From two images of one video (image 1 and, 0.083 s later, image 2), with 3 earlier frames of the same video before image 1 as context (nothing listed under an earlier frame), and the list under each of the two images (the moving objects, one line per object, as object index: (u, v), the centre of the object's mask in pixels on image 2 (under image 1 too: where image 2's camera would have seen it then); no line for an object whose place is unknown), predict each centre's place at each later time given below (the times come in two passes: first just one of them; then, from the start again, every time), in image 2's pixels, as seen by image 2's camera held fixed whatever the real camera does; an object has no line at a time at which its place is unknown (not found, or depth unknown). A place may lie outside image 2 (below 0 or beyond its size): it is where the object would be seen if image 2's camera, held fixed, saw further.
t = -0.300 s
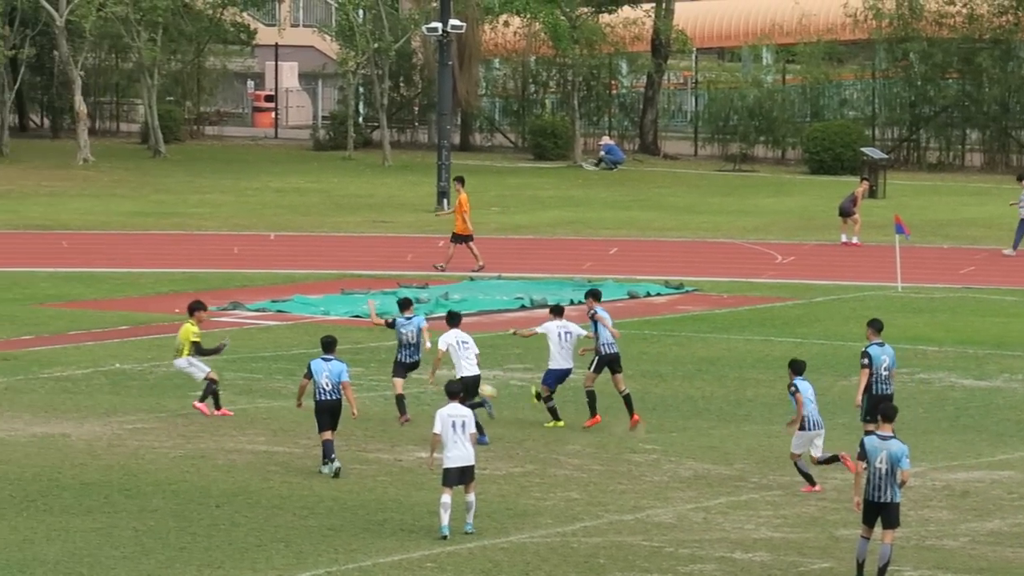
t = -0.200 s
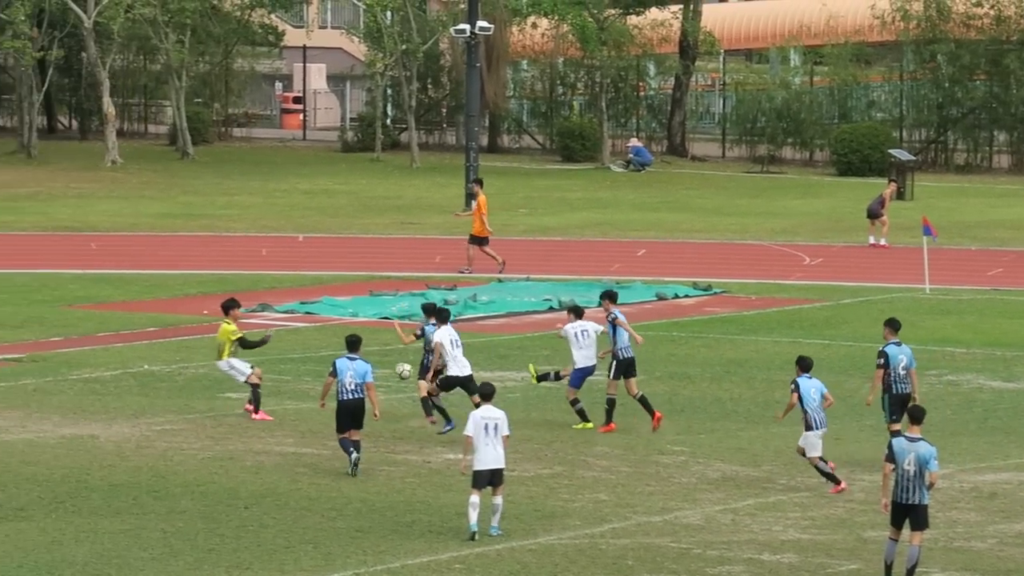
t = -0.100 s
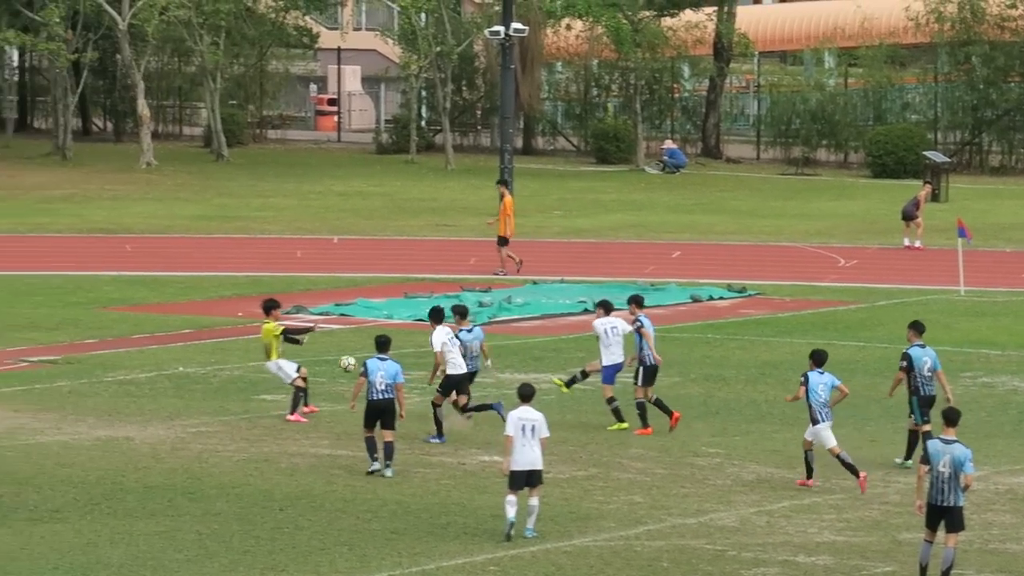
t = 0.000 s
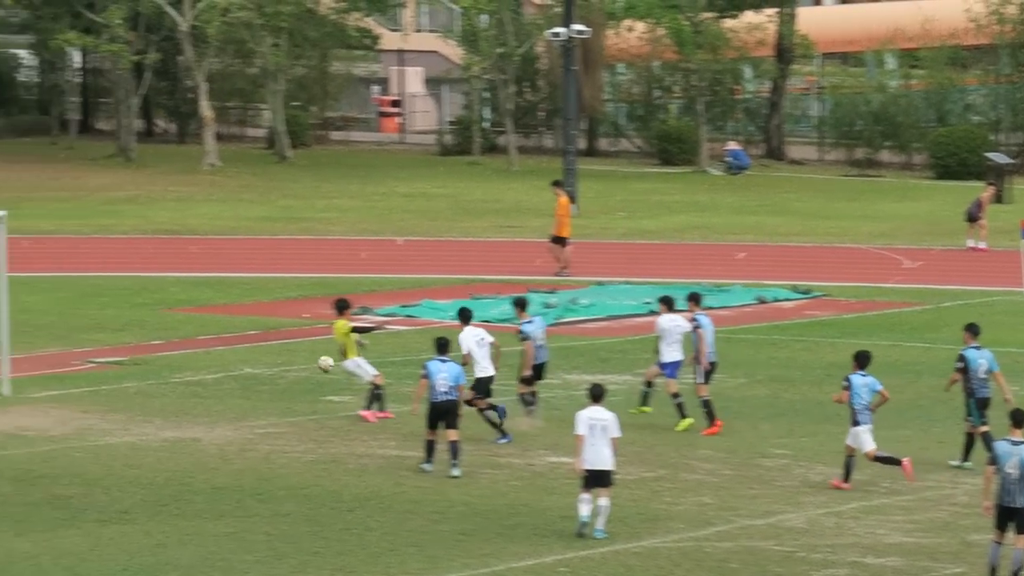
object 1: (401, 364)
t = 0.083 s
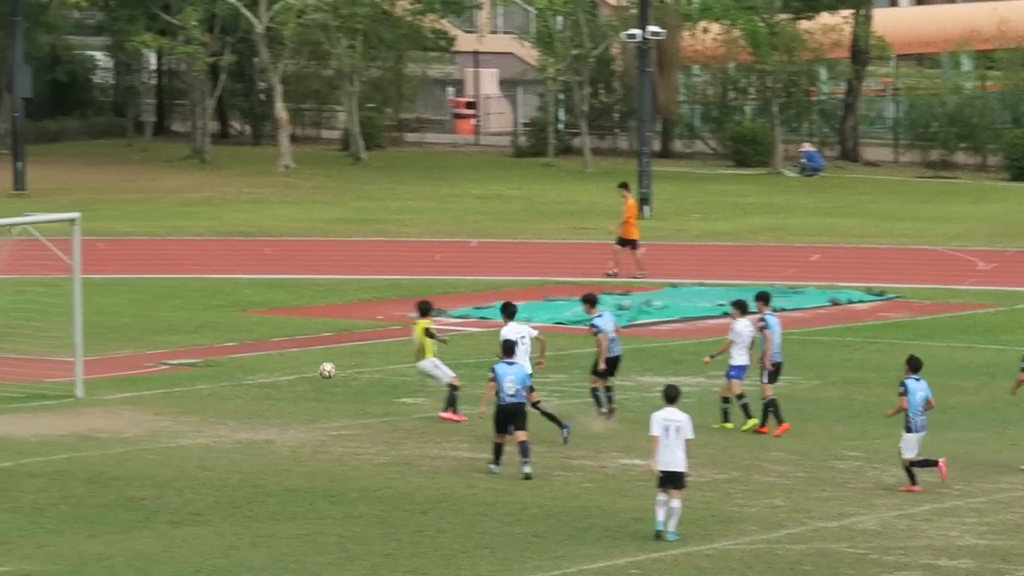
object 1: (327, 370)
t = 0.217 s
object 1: (217, 387)
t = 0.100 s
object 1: (313, 372)
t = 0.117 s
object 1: (299, 373)
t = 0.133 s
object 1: (285, 375)
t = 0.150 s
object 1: (272, 376)
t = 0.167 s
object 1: (258, 379)
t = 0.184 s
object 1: (244, 382)
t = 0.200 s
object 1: (230, 384)
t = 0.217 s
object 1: (217, 387)
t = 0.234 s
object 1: (204, 387)
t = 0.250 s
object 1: (193, 385)
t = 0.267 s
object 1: (183, 381)
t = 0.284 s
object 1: (172, 379)
